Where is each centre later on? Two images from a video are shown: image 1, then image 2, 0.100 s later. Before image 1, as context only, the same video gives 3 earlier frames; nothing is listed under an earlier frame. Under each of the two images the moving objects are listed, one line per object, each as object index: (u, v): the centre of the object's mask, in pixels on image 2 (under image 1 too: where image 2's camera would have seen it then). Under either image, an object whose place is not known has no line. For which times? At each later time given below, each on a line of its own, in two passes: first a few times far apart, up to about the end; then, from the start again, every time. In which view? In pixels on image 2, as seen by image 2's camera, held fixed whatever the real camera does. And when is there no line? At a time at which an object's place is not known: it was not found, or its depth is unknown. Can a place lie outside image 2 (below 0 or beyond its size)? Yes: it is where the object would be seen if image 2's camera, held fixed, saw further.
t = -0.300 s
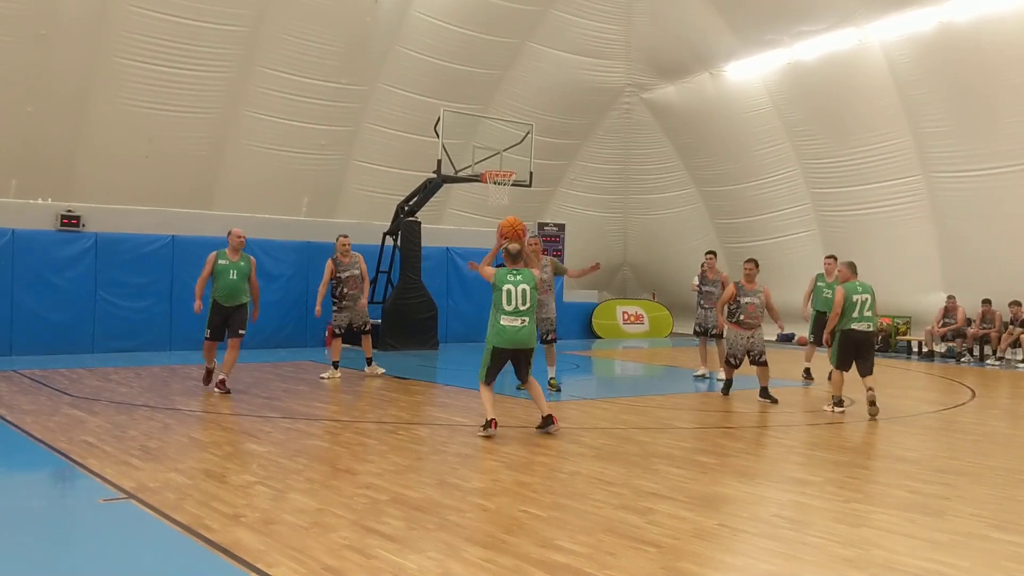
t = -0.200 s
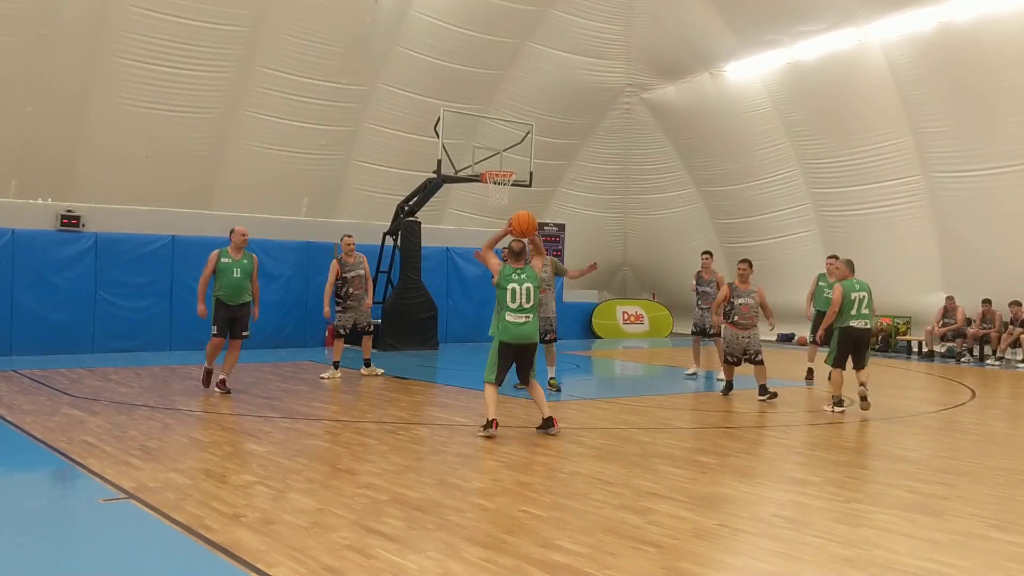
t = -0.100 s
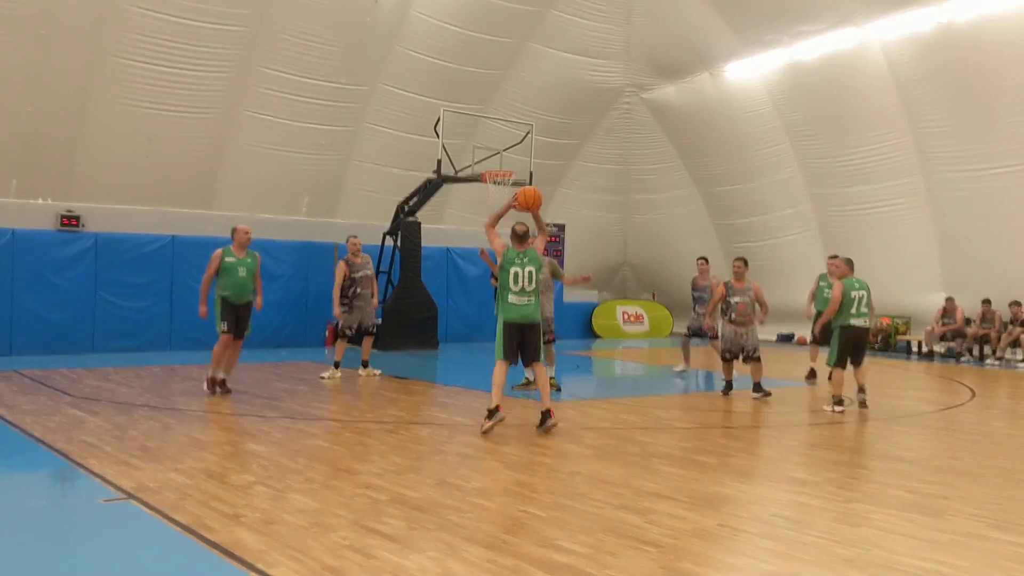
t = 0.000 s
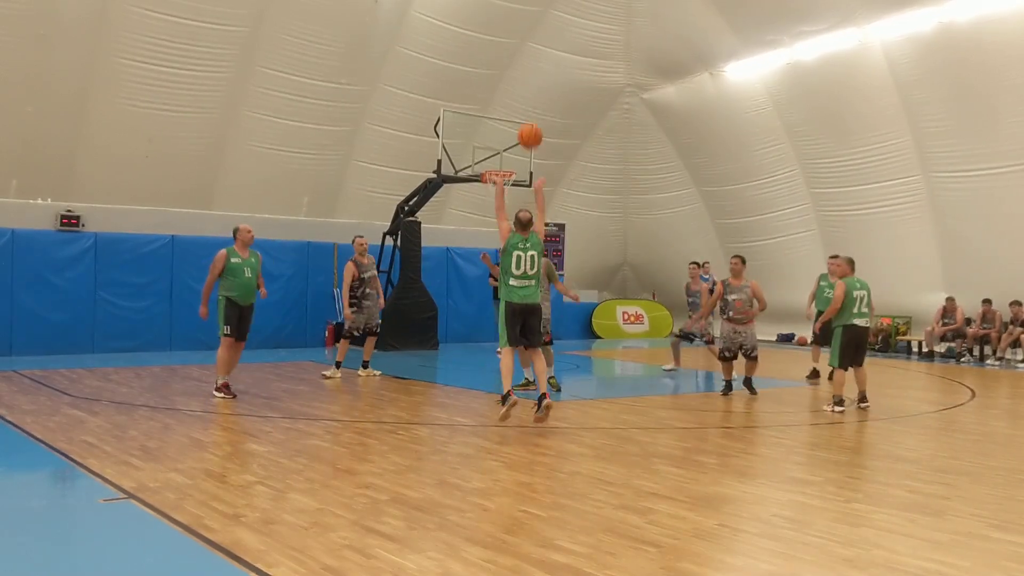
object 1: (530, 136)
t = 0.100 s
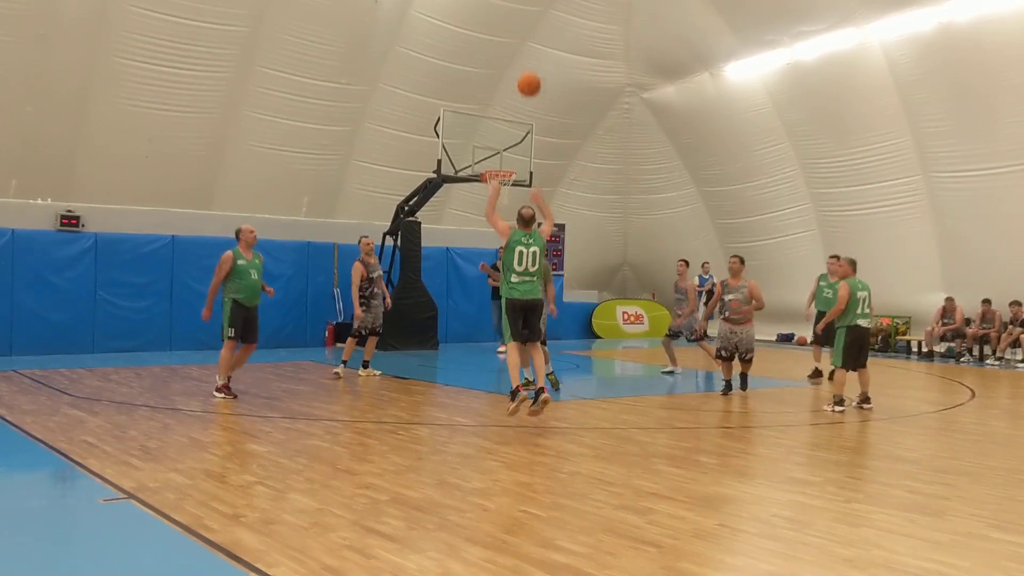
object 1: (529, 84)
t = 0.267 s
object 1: (528, 31)
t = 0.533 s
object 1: (526, 8)
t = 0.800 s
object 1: (523, 41)
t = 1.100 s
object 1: (519, 126)
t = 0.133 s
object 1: (529, 71)
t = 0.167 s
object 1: (529, 58)
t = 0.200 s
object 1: (529, 48)
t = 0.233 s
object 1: (528, 39)
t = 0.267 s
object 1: (528, 31)
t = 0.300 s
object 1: (528, 24)
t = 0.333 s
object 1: (528, 19)
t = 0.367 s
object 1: (527, 14)
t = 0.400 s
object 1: (527, 11)
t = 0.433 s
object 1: (527, 9)
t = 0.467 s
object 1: (526, 8)
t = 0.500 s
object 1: (526, 8)
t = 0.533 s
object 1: (526, 8)
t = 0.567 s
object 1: (525, 9)
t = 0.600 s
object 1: (525, 12)
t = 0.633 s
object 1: (525, 15)
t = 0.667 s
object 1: (524, 19)
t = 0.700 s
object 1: (524, 23)
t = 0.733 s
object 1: (524, 29)
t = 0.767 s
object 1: (523, 35)
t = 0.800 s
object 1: (523, 41)
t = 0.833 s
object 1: (523, 49)
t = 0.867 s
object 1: (522, 57)
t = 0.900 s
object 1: (522, 65)
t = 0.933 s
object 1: (521, 74)
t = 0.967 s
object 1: (521, 84)
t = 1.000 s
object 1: (520, 94)
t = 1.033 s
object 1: (519, 104)
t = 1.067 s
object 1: (519, 115)
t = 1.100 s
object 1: (519, 126)
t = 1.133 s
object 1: (518, 138)
